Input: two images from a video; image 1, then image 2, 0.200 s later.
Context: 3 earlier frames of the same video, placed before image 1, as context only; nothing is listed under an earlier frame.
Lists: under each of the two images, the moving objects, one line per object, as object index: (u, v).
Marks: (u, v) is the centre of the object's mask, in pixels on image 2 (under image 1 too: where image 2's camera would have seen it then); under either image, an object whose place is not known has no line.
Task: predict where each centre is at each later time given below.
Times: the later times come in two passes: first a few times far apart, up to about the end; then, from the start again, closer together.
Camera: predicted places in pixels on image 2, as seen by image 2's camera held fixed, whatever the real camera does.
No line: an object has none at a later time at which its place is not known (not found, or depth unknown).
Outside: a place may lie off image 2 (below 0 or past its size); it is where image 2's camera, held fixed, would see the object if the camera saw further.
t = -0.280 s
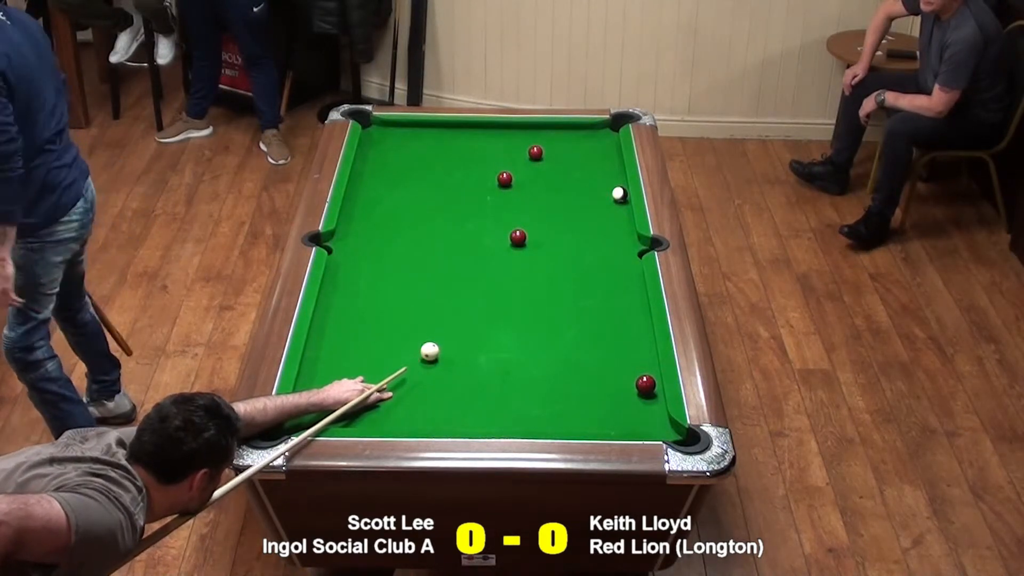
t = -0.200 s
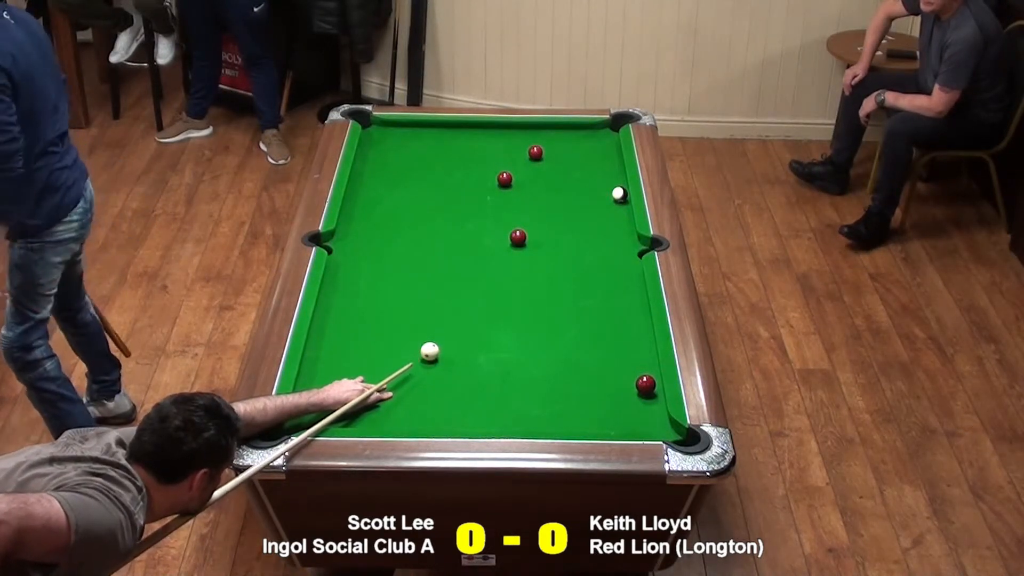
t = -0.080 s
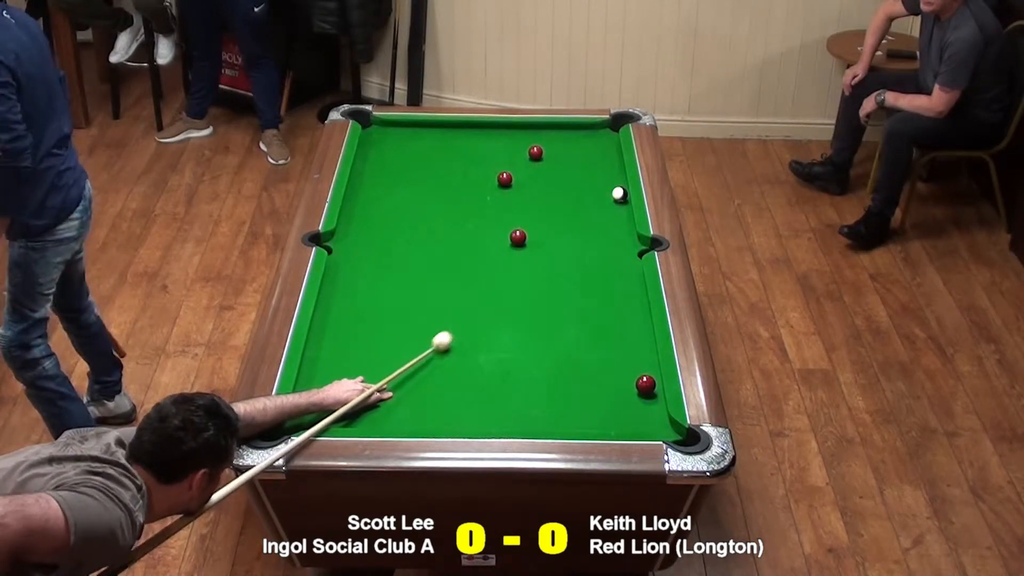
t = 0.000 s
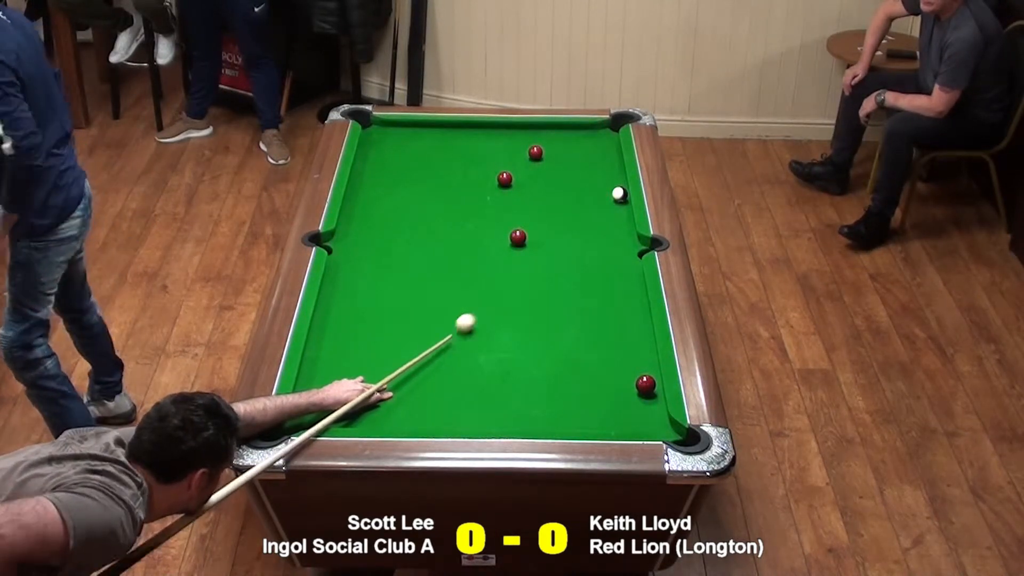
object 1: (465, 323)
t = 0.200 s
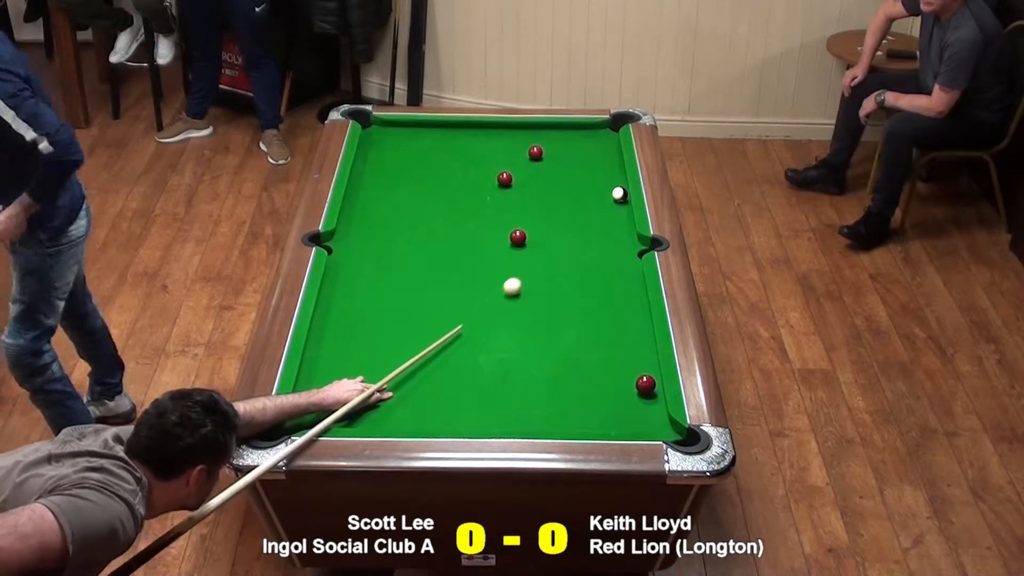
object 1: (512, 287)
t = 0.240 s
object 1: (521, 280)
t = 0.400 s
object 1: (553, 255)
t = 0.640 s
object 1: (597, 220)
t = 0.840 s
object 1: (618, 202)
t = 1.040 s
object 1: (595, 199)
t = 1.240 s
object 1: (574, 197)
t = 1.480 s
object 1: (550, 194)
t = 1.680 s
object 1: (532, 192)
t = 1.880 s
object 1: (515, 189)
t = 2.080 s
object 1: (499, 187)
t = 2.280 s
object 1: (484, 185)
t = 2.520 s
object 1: (468, 183)
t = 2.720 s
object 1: (456, 181)
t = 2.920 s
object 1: (445, 179)
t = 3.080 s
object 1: (443, 176)
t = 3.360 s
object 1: (425, 176)
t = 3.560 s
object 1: (418, 175)
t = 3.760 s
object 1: (412, 173)
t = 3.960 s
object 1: (407, 172)
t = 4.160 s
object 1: (403, 172)
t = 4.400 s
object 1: (400, 171)
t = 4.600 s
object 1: (399, 171)
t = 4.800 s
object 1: (399, 170)
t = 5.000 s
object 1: (399, 170)
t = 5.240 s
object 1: (399, 170)
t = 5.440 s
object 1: (399, 170)
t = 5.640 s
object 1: (399, 170)
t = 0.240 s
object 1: (521, 280)
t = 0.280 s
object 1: (529, 273)
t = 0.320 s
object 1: (538, 267)
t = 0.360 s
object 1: (546, 261)
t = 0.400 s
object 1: (553, 255)
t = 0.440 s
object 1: (561, 249)
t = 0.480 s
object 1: (569, 243)
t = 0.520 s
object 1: (576, 237)
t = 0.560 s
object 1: (584, 231)
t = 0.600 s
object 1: (590, 225)
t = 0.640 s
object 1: (597, 220)
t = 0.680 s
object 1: (604, 215)
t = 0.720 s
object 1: (611, 210)
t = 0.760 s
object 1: (618, 204)
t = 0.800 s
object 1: (623, 202)
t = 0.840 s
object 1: (618, 202)
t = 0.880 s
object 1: (613, 201)
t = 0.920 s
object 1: (608, 201)
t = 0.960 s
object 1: (604, 201)
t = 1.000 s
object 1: (600, 200)
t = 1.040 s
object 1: (595, 199)
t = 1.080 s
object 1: (591, 199)
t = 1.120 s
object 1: (586, 198)
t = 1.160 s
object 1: (582, 198)
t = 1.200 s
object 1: (578, 197)
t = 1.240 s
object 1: (574, 197)
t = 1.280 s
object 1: (570, 196)
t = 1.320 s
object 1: (566, 196)
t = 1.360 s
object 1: (562, 195)
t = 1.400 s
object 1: (558, 195)
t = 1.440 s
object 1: (554, 194)
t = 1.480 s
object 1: (550, 194)
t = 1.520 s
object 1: (546, 193)
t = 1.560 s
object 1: (543, 193)
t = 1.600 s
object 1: (539, 192)
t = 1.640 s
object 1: (536, 192)
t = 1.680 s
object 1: (532, 192)
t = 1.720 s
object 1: (528, 191)
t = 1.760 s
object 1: (525, 191)
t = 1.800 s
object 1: (522, 190)
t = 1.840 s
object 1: (518, 190)
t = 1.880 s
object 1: (515, 189)
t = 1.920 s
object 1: (512, 189)
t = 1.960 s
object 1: (508, 188)
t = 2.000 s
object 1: (505, 188)
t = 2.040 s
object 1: (502, 187)
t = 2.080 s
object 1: (499, 187)
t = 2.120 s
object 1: (496, 187)
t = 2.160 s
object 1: (493, 186)
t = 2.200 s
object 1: (490, 186)
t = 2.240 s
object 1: (487, 185)
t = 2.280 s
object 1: (484, 185)
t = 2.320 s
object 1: (481, 185)
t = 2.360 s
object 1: (479, 184)
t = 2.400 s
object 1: (476, 184)
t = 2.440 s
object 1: (473, 183)
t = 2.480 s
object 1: (470, 183)
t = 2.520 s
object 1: (468, 183)
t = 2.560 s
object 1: (466, 182)
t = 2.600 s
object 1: (463, 182)
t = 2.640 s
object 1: (461, 181)
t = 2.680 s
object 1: (458, 181)
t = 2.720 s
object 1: (456, 181)
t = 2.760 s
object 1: (454, 180)
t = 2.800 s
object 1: (451, 180)
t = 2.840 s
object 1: (449, 180)
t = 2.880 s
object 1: (447, 179)
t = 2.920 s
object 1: (445, 179)
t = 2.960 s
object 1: (443, 178)
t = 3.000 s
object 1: (441, 178)
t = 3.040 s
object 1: (439, 178)
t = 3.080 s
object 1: (443, 176)
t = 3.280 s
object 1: (428, 177)
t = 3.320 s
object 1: (427, 176)
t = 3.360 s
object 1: (425, 176)
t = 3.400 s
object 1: (424, 176)
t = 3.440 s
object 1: (422, 175)
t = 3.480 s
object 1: (421, 175)
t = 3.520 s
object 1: (419, 175)
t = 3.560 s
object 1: (418, 175)
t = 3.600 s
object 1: (417, 174)
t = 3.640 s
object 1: (415, 174)
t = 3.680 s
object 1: (414, 174)
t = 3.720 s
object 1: (413, 173)
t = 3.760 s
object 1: (412, 173)
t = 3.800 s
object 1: (411, 173)
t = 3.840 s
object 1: (410, 173)
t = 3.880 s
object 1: (409, 173)
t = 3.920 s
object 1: (408, 173)
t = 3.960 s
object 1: (407, 172)
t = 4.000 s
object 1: (406, 173)
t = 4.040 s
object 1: (405, 172)
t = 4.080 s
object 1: (405, 172)
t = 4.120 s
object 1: (404, 172)
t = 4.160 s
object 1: (403, 172)
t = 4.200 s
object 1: (402, 172)
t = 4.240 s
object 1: (402, 172)
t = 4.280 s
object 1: (401, 171)
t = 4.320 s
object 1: (401, 171)
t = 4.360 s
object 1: (400, 171)
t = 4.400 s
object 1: (400, 171)
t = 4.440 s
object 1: (400, 171)
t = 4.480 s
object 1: (399, 171)
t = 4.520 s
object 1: (399, 171)
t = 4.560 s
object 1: (399, 171)
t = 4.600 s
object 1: (399, 171)
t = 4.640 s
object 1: (399, 171)
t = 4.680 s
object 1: (399, 170)
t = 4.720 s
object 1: (399, 170)
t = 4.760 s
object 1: (399, 170)
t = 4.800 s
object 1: (399, 170)
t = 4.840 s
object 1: (399, 170)
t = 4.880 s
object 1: (399, 170)
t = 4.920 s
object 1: (399, 170)
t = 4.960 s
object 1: (399, 170)
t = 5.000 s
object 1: (399, 170)
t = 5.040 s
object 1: (399, 170)
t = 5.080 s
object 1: (399, 170)
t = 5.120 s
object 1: (399, 170)
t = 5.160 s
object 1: (399, 170)
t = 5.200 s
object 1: (399, 170)
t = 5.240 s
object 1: (399, 170)
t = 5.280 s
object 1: (399, 170)
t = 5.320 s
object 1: (399, 170)
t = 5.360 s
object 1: (399, 170)
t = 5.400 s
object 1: (399, 170)
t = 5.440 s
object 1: (399, 170)
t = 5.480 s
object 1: (399, 170)
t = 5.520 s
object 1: (399, 170)
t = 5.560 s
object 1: (399, 170)
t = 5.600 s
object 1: (399, 170)
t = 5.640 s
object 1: (399, 170)
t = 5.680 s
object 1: (399, 171)
